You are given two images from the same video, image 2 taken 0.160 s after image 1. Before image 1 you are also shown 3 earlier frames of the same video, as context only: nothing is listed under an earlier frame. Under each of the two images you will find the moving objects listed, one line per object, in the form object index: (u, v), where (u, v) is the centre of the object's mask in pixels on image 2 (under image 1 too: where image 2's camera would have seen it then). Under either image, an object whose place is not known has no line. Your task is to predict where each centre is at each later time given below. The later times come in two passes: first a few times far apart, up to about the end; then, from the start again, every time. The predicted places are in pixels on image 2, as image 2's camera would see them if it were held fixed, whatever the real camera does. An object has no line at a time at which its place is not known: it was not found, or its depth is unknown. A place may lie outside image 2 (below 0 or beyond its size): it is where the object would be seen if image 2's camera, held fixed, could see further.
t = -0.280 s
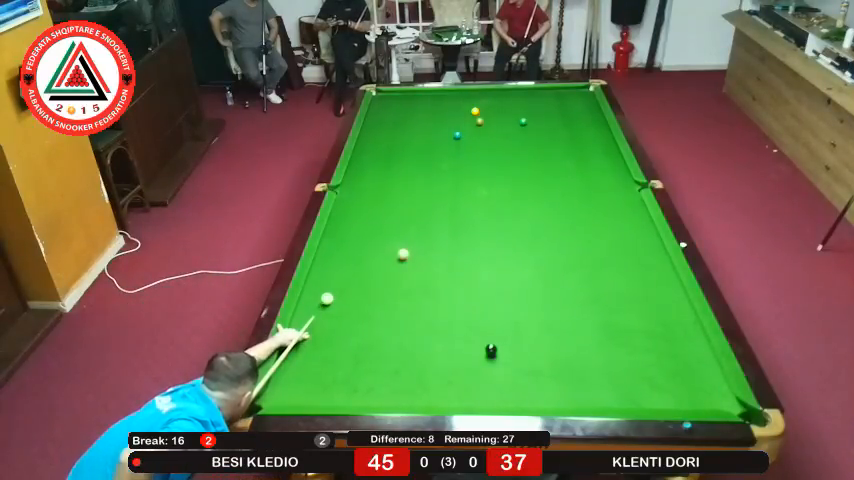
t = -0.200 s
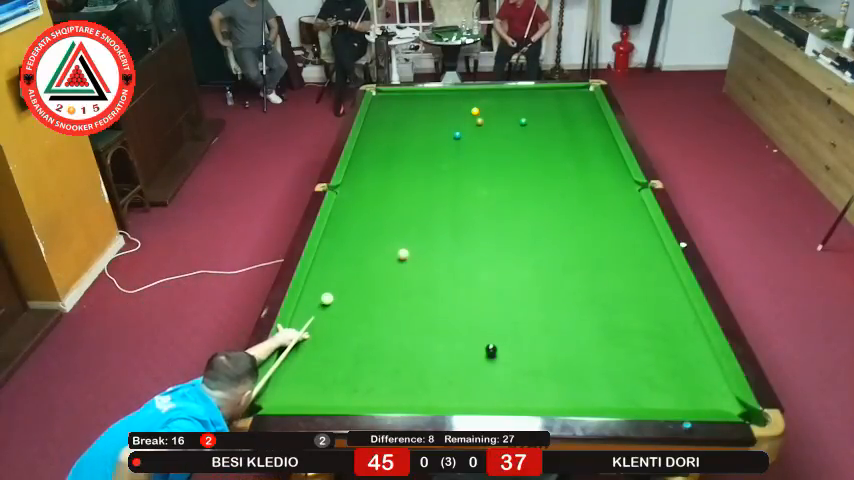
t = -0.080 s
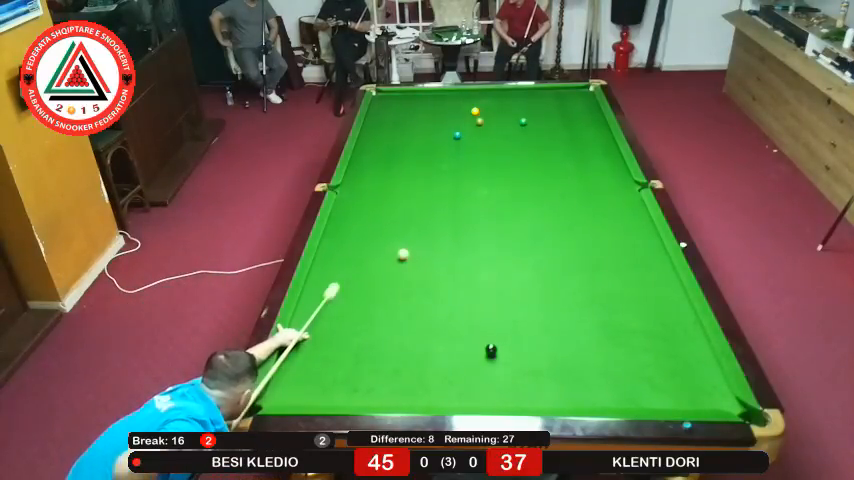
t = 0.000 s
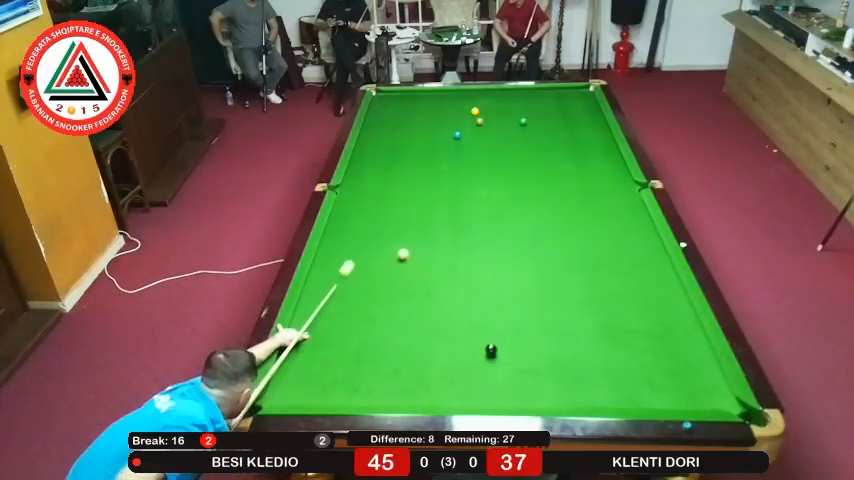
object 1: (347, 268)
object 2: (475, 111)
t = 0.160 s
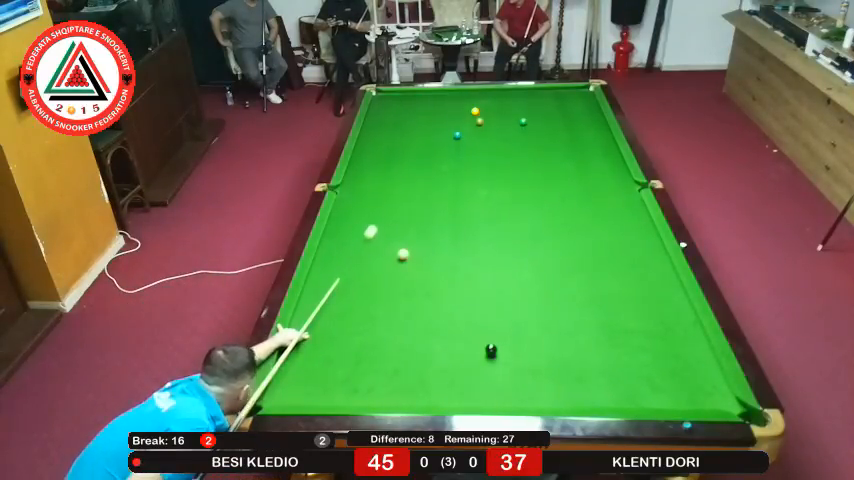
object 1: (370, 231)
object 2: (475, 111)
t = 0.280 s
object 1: (385, 209)
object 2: (475, 111)
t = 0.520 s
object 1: (410, 172)
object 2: (475, 111)
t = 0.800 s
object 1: (433, 136)
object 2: (475, 111)
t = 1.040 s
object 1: (449, 112)
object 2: (475, 111)
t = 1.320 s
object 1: (464, 91)
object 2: (475, 111)
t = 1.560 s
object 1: (470, 106)
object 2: (475, 112)
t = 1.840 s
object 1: (468, 112)
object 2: (488, 121)
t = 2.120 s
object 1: (465, 116)
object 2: (505, 127)
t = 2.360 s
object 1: (462, 120)
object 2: (520, 132)
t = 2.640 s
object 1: (459, 124)
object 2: (538, 139)
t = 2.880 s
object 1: (457, 127)
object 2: (553, 144)
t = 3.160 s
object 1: (454, 130)
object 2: (570, 150)
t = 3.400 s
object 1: (450, 132)
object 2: (584, 155)
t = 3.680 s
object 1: (446, 134)
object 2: (601, 161)
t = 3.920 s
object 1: (444, 136)
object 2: (615, 166)
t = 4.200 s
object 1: (441, 137)
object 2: (623, 171)
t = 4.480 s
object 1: (439, 138)
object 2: (617, 175)
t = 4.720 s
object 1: (438, 138)
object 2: (613, 178)
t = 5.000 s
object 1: (437, 138)
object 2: (608, 181)
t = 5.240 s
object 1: (437, 139)
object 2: (605, 184)
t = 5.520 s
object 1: (437, 139)
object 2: (602, 186)
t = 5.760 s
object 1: (437, 139)
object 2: (599, 187)
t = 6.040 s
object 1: (437, 139)
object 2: (597, 189)
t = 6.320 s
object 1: (437, 139)
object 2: (595, 190)
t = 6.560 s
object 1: (437, 139)
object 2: (594, 190)
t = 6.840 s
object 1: (437, 139)
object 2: (594, 190)
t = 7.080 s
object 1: (437, 139)
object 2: (594, 190)
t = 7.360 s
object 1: (437, 139)
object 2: (594, 190)
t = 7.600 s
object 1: (437, 139)
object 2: (594, 190)
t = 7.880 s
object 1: (437, 139)
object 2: (594, 190)
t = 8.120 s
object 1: (437, 139)
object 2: (594, 190)
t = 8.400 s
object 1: (437, 139)
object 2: (594, 190)
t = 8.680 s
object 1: (437, 139)
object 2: (594, 190)
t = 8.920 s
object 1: (437, 139)
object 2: (594, 190)
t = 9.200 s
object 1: (437, 139)
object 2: (594, 190)
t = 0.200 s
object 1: (375, 224)
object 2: (475, 111)
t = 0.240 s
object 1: (380, 216)
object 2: (475, 111)
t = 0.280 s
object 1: (385, 209)
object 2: (475, 111)
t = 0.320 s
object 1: (390, 202)
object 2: (475, 111)
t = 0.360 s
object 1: (394, 196)
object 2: (475, 111)
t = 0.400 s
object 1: (398, 189)
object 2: (475, 111)
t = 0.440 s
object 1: (402, 183)
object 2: (475, 111)
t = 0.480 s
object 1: (406, 177)
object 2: (475, 111)
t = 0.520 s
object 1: (410, 172)
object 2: (475, 111)
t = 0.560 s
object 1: (413, 166)
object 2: (475, 111)
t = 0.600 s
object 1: (417, 161)
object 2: (475, 111)
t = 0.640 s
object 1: (420, 155)
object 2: (475, 111)
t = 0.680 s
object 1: (423, 150)
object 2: (475, 111)
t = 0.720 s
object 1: (426, 146)
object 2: (475, 111)
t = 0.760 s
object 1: (430, 141)
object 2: (475, 111)
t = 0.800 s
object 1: (433, 136)
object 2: (475, 111)
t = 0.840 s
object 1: (435, 132)
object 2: (475, 111)
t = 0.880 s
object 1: (438, 127)
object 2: (475, 111)
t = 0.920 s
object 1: (441, 123)
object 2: (475, 111)
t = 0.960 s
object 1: (444, 119)
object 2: (475, 111)
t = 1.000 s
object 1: (446, 115)
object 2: (475, 111)
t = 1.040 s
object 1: (449, 112)
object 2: (475, 111)
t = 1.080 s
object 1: (451, 108)
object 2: (475, 111)
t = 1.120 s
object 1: (453, 104)
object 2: (475, 111)
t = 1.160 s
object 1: (456, 101)
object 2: (475, 111)
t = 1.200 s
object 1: (458, 97)
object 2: (475, 111)
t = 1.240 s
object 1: (460, 94)
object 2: (475, 111)
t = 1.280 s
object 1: (462, 91)
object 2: (475, 111)
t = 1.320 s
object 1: (464, 91)
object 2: (475, 111)
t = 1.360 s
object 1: (465, 94)
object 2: (475, 111)
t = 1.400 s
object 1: (466, 97)
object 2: (475, 111)
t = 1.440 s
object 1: (467, 100)
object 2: (475, 111)
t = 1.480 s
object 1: (468, 102)
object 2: (475, 111)
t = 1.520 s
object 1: (469, 104)
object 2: (475, 111)
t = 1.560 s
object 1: (470, 106)
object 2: (475, 112)
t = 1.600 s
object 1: (471, 108)
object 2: (475, 112)
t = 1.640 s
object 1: (471, 109)
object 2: (477, 113)
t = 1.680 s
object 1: (470, 109)
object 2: (479, 115)
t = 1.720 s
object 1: (470, 110)
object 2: (482, 116)
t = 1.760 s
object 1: (469, 111)
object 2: (484, 118)
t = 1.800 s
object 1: (469, 111)
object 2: (485, 120)
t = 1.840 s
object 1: (468, 112)
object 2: (488, 121)
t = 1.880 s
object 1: (468, 113)
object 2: (490, 122)
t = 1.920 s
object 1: (467, 113)
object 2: (493, 122)
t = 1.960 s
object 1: (467, 114)
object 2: (495, 123)
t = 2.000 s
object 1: (466, 115)
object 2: (498, 124)
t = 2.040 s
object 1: (466, 115)
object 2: (500, 125)
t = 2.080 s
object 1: (465, 116)
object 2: (503, 126)
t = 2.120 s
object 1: (465, 116)
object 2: (505, 127)
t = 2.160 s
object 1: (464, 117)
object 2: (507, 128)
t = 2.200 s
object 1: (464, 117)
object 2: (510, 129)
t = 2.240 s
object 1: (463, 118)
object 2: (513, 130)
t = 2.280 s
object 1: (463, 119)
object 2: (515, 131)
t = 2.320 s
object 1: (463, 119)
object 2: (517, 131)
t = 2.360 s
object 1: (462, 120)
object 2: (520, 132)
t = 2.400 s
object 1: (462, 120)
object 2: (523, 133)
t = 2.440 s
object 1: (461, 121)
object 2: (525, 134)
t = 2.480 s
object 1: (461, 122)
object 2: (528, 135)
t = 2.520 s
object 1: (460, 122)
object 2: (530, 136)
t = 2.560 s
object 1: (460, 123)
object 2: (533, 137)
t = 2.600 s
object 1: (459, 123)
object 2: (535, 138)
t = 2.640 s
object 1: (459, 124)
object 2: (538, 139)
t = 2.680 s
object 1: (459, 124)
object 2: (540, 140)
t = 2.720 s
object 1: (458, 125)
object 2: (543, 140)
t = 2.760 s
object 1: (458, 125)
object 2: (545, 141)
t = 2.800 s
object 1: (457, 126)
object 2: (547, 142)
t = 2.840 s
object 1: (457, 126)
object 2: (550, 143)
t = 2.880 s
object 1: (457, 127)
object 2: (553, 144)
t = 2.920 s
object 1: (456, 127)
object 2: (555, 145)
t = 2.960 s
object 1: (455, 128)
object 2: (557, 146)
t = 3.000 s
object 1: (455, 128)
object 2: (560, 147)
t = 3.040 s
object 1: (455, 129)
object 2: (562, 147)
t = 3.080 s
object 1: (454, 129)
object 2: (565, 148)
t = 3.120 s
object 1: (454, 130)
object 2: (567, 149)
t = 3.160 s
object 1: (454, 130)
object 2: (570, 150)
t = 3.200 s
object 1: (453, 130)
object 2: (572, 151)
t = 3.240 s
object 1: (452, 131)
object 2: (575, 152)
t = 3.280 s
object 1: (452, 131)
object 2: (577, 153)
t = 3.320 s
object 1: (451, 132)
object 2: (580, 154)
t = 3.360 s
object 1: (451, 132)
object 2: (582, 155)
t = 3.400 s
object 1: (450, 132)
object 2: (584, 155)
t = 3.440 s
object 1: (449, 132)
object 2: (587, 156)
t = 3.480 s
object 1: (448, 133)
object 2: (589, 157)
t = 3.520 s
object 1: (448, 133)
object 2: (592, 158)
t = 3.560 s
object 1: (447, 133)
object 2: (594, 159)
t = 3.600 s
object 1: (447, 133)
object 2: (596, 160)
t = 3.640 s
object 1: (447, 134)
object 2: (599, 160)
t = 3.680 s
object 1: (446, 134)
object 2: (601, 161)
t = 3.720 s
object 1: (446, 134)
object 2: (603, 162)
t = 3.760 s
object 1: (445, 135)
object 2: (606, 163)
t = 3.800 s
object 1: (445, 135)
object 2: (608, 164)
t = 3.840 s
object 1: (444, 135)
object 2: (610, 165)
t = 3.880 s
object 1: (444, 135)
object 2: (612, 166)
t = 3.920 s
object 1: (444, 136)
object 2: (615, 166)
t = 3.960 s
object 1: (443, 136)
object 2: (617, 167)
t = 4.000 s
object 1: (443, 136)
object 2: (619, 168)
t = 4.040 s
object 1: (442, 136)
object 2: (622, 169)
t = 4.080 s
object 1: (442, 136)
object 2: (624, 169)
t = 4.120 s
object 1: (442, 137)
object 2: (624, 170)
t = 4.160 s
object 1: (441, 137)
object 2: (624, 171)
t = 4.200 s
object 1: (441, 137)
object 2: (623, 171)
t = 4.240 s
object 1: (441, 137)
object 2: (622, 172)
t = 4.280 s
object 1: (440, 137)
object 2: (621, 172)
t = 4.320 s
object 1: (440, 137)
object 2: (620, 173)
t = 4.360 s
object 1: (440, 137)
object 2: (619, 173)
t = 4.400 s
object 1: (440, 138)
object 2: (619, 174)
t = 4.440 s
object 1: (439, 138)
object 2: (618, 175)
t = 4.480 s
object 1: (439, 138)
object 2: (617, 175)
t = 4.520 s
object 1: (439, 138)
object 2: (617, 176)
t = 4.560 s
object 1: (439, 138)
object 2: (616, 176)
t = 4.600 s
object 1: (439, 138)
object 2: (615, 177)
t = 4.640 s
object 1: (439, 138)
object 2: (614, 177)
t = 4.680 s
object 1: (438, 138)
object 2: (614, 178)
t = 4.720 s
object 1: (438, 138)
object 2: (613, 178)
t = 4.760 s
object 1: (438, 138)
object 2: (612, 179)
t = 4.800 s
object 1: (438, 138)
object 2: (612, 179)
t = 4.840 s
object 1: (438, 138)
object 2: (611, 179)
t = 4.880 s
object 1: (438, 138)
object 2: (610, 180)
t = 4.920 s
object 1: (438, 138)
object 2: (610, 180)
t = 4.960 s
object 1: (437, 138)
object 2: (609, 181)
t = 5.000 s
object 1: (437, 138)
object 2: (608, 181)
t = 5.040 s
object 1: (437, 138)
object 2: (608, 182)
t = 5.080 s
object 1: (437, 138)
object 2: (607, 182)
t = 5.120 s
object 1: (437, 138)
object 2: (606, 182)
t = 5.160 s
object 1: (437, 139)
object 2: (606, 183)
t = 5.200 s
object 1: (437, 139)
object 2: (605, 183)
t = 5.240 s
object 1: (437, 139)
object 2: (605, 184)
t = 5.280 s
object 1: (437, 139)
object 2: (604, 184)
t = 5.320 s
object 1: (437, 139)
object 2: (604, 184)
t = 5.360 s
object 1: (437, 139)
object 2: (603, 185)
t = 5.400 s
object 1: (437, 139)
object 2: (603, 185)
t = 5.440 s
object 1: (437, 139)
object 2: (602, 185)
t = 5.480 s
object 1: (437, 139)
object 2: (602, 185)
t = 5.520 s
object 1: (437, 139)
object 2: (602, 186)
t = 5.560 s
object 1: (437, 139)
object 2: (601, 186)
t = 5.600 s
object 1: (437, 139)
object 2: (601, 186)
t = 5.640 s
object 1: (437, 139)
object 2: (600, 187)
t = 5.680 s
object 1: (437, 139)
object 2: (600, 187)
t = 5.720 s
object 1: (437, 139)
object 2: (599, 187)
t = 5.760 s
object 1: (437, 139)
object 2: (599, 187)
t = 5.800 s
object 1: (437, 139)
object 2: (599, 188)
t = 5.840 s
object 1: (437, 139)
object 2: (598, 188)
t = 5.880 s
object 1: (437, 139)
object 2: (598, 188)
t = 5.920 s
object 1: (437, 139)
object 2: (597, 188)
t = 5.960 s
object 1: (437, 139)
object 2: (597, 188)
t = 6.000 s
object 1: (437, 139)
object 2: (597, 189)
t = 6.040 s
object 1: (437, 139)
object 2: (597, 189)
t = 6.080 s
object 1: (437, 139)
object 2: (596, 189)
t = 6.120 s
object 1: (437, 139)
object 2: (596, 189)
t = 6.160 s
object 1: (437, 139)
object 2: (596, 189)
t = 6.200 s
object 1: (437, 139)
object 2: (596, 189)
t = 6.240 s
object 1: (437, 139)
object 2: (595, 189)
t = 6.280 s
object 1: (437, 139)
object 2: (595, 189)
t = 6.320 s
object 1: (437, 139)
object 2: (595, 190)
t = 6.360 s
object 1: (437, 139)
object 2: (595, 190)
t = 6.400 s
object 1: (437, 139)
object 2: (595, 190)
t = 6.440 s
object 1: (437, 139)
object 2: (594, 190)
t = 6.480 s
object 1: (437, 139)
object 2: (594, 190)
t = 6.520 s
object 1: (437, 139)
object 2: (594, 190)
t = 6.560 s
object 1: (437, 139)
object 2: (594, 190)
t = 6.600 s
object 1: (437, 139)
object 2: (594, 190)
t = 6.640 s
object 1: (437, 139)
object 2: (594, 190)
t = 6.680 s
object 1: (437, 139)
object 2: (594, 190)
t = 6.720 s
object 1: (437, 139)
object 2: (594, 190)
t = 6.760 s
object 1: (437, 139)
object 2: (594, 190)
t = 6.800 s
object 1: (437, 139)
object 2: (594, 190)
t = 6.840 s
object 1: (437, 139)
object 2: (594, 190)
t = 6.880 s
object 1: (437, 139)
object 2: (594, 190)
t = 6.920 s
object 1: (437, 139)
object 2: (594, 190)
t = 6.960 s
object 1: (437, 139)
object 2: (594, 190)
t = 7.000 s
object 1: (437, 139)
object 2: (594, 190)
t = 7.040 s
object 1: (437, 139)
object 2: (594, 190)
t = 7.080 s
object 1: (437, 139)
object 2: (594, 190)
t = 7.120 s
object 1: (437, 139)
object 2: (594, 190)
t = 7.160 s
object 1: (437, 139)
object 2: (594, 190)
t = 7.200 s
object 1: (437, 139)
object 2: (594, 190)
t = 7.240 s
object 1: (437, 139)
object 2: (594, 190)
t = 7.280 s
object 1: (437, 139)
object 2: (594, 190)
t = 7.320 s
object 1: (437, 139)
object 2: (594, 190)
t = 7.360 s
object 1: (437, 139)
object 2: (594, 190)
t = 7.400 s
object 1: (437, 139)
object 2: (594, 190)
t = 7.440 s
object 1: (437, 139)
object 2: (594, 190)
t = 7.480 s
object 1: (437, 139)
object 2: (594, 190)
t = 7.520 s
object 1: (437, 139)
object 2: (594, 190)
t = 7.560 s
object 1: (437, 139)
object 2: (594, 190)
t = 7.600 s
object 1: (437, 139)
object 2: (594, 190)
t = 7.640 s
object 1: (437, 139)
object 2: (594, 190)
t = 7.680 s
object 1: (437, 139)
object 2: (594, 190)
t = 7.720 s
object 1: (437, 139)
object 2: (594, 190)
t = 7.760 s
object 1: (437, 139)
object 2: (594, 190)
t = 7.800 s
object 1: (437, 139)
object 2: (594, 190)
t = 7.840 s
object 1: (437, 139)
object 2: (594, 190)
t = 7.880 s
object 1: (437, 139)
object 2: (594, 190)
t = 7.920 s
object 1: (437, 139)
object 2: (594, 190)
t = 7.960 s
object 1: (437, 139)
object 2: (594, 190)
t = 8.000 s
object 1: (437, 139)
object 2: (594, 190)
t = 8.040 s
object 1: (437, 139)
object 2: (594, 190)
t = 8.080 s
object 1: (437, 139)
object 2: (594, 190)
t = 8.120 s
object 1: (437, 139)
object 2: (594, 190)
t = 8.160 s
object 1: (437, 139)
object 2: (594, 190)
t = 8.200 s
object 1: (437, 139)
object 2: (594, 190)
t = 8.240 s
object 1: (437, 139)
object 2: (594, 190)
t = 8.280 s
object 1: (437, 139)
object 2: (594, 190)
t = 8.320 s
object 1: (437, 139)
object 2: (594, 190)
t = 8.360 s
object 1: (437, 139)
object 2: (594, 190)
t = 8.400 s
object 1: (437, 139)
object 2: (594, 190)
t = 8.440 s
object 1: (437, 139)
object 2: (594, 190)
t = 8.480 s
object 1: (437, 139)
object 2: (594, 190)
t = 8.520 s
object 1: (437, 139)
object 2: (594, 190)
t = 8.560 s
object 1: (437, 139)
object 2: (594, 190)
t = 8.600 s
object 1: (437, 139)
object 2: (594, 190)
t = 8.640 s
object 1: (437, 139)
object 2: (594, 190)
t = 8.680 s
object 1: (437, 139)
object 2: (594, 190)
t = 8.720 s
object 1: (437, 139)
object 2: (594, 190)
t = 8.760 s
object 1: (437, 139)
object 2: (594, 190)
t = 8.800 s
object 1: (437, 139)
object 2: (594, 190)
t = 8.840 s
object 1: (437, 139)
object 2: (594, 190)
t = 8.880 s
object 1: (437, 139)
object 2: (594, 190)
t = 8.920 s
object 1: (437, 139)
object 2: (594, 190)
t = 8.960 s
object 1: (437, 139)
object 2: (594, 190)
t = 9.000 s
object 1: (437, 139)
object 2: (594, 190)
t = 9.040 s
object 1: (437, 139)
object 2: (594, 190)
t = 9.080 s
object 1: (437, 139)
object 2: (594, 190)
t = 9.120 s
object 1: (437, 139)
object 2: (594, 190)
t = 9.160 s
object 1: (437, 139)
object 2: (594, 190)
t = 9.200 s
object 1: (437, 139)
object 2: (594, 190)
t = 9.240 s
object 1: (437, 139)
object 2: (594, 190)
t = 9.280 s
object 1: (437, 139)
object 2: (594, 190)
